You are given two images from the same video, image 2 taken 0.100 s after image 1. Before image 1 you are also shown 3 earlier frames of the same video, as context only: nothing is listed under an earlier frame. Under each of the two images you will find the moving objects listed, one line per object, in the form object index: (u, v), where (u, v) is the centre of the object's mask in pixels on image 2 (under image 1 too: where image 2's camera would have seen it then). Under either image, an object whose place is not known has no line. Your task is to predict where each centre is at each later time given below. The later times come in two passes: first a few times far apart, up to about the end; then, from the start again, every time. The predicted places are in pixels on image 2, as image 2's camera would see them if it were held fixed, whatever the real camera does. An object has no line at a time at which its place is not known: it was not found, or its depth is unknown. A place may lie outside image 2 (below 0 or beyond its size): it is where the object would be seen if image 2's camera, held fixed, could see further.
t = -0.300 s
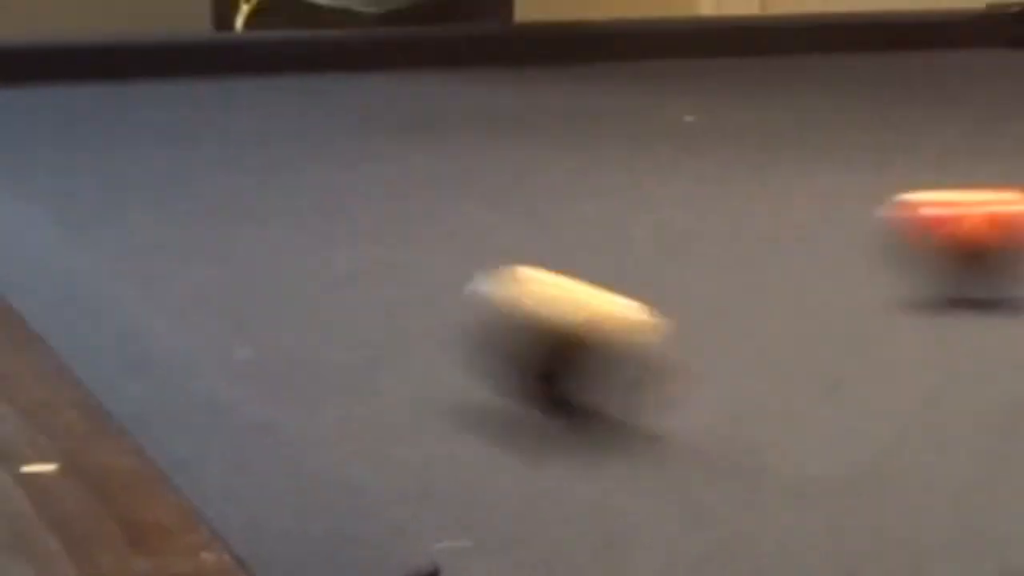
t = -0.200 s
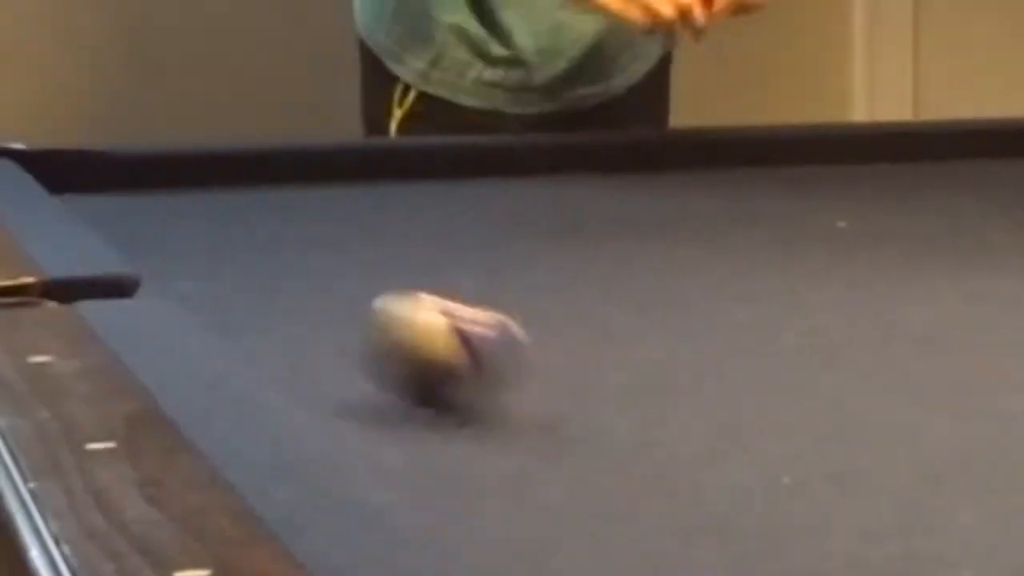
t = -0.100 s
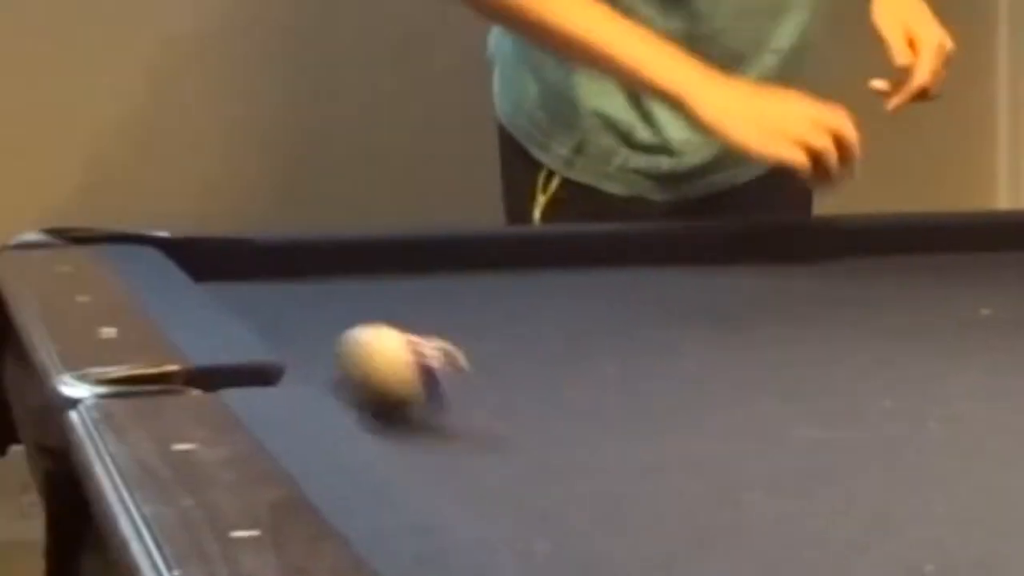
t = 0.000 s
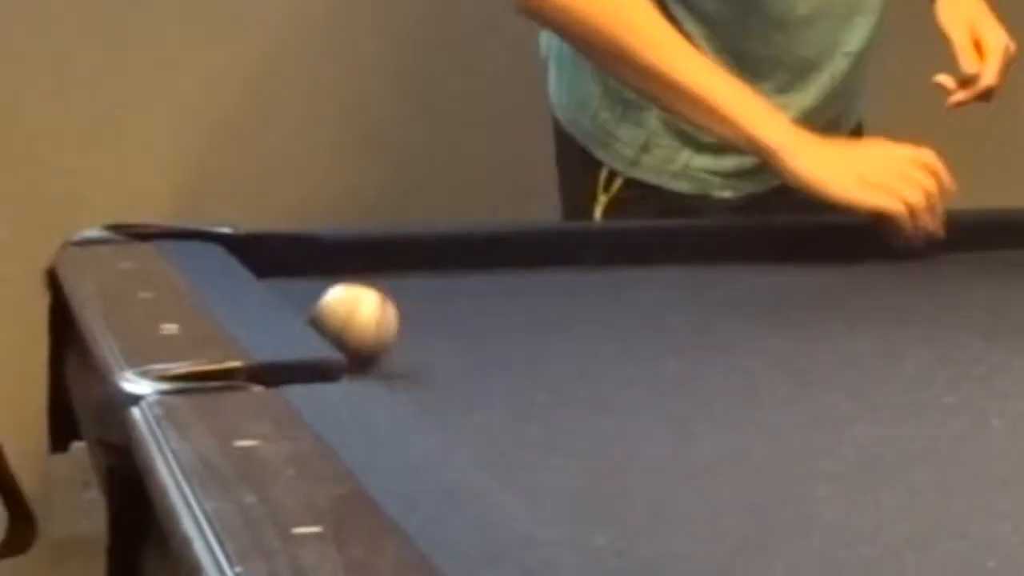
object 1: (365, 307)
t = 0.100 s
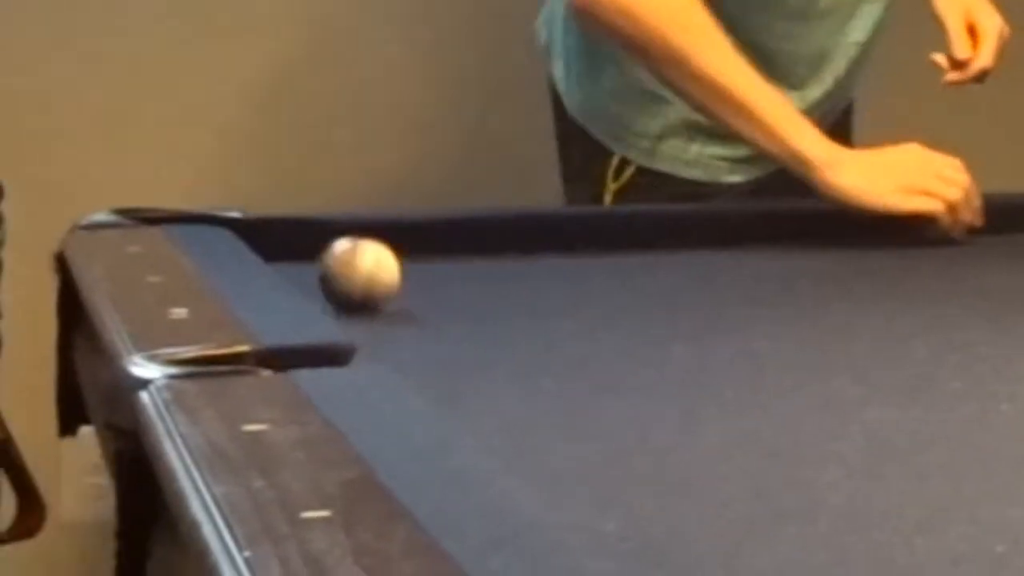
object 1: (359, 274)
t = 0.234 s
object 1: (341, 237)
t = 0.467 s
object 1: (378, 270)
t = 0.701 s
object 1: (425, 315)
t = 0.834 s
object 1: (458, 343)
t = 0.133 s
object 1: (353, 264)
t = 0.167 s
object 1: (350, 255)
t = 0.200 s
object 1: (345, 246)
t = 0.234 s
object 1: (341, 237)
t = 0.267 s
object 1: (341, 232)
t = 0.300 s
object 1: (344, 238)
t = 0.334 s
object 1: (351, 244)
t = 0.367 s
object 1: (357, 250)
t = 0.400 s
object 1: (362, 255)
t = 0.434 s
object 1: (370, 262)
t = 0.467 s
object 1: (378, 270)
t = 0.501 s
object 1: (384, 276)
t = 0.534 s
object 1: (391, 281)
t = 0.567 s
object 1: (399, 290)
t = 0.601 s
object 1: (404, 294)
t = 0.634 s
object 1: (412, 302)
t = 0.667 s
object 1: (419, 307)
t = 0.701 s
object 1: (425, 315)
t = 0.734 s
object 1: (433, 320)
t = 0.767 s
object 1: (442, 328)
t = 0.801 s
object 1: (449, 335)
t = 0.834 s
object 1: (458, 343)
